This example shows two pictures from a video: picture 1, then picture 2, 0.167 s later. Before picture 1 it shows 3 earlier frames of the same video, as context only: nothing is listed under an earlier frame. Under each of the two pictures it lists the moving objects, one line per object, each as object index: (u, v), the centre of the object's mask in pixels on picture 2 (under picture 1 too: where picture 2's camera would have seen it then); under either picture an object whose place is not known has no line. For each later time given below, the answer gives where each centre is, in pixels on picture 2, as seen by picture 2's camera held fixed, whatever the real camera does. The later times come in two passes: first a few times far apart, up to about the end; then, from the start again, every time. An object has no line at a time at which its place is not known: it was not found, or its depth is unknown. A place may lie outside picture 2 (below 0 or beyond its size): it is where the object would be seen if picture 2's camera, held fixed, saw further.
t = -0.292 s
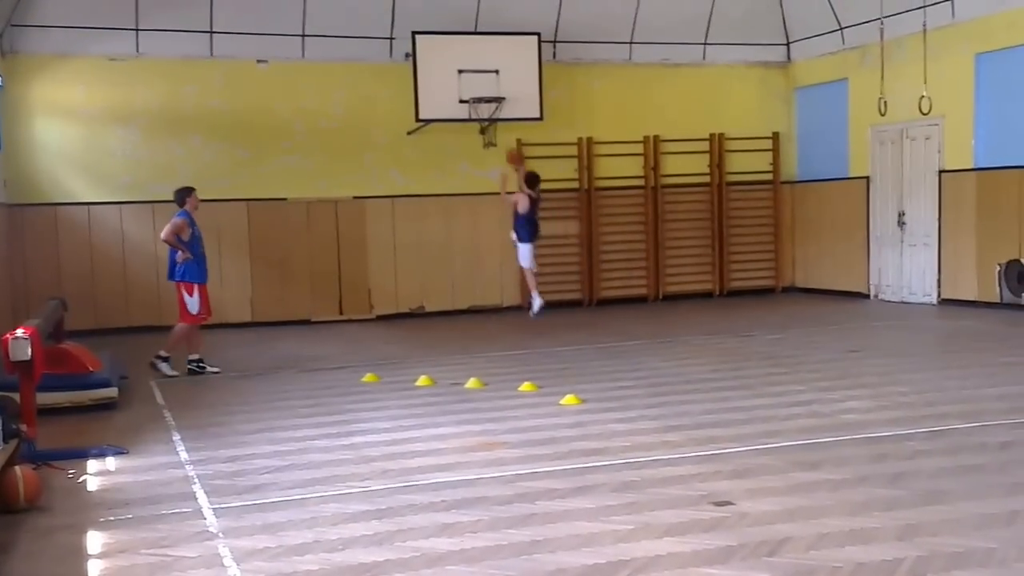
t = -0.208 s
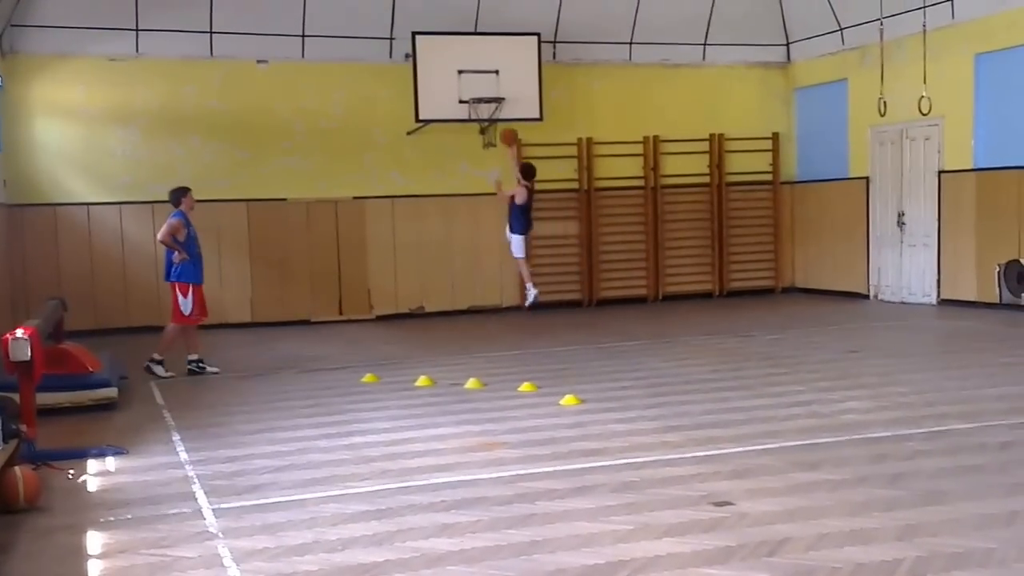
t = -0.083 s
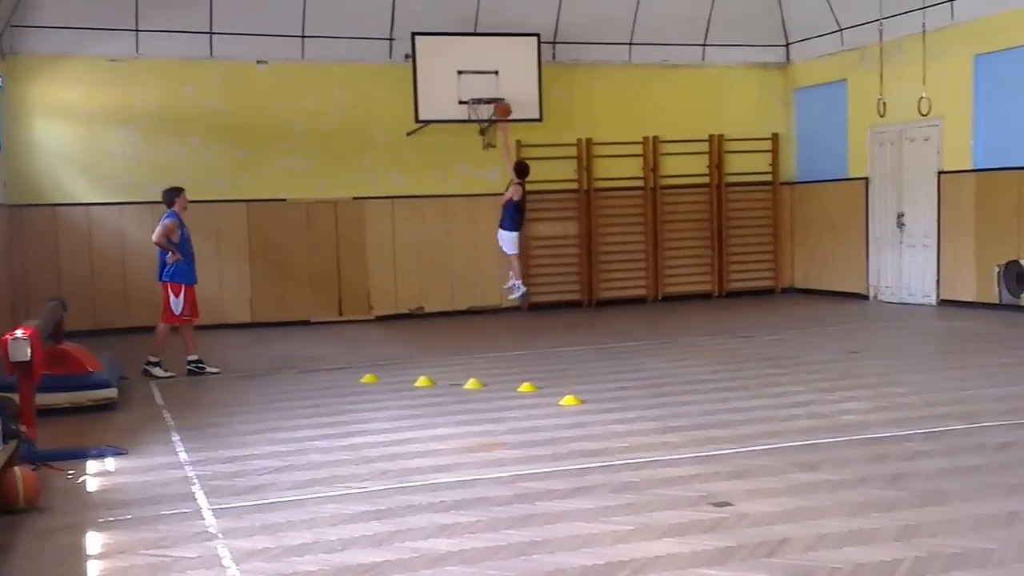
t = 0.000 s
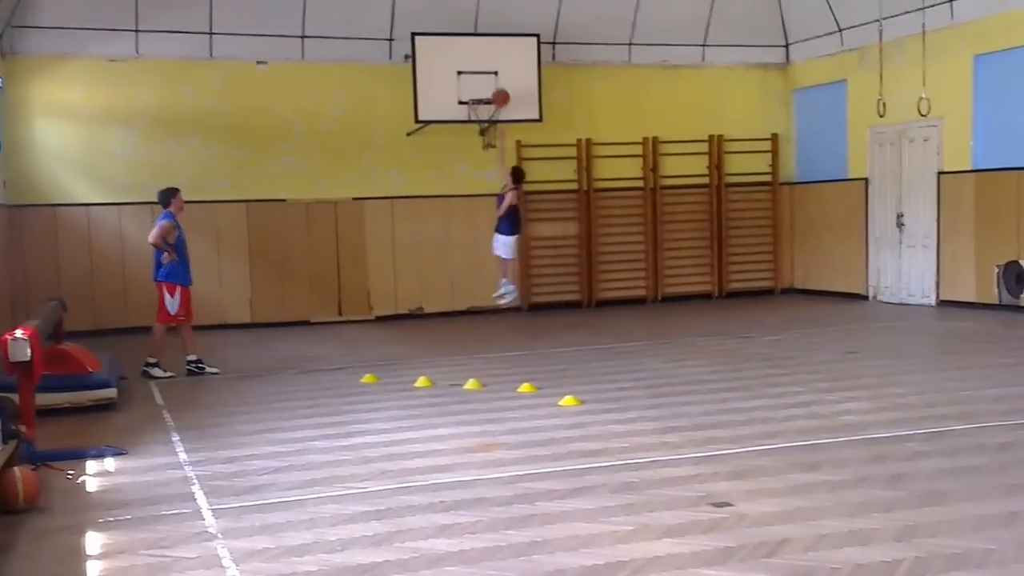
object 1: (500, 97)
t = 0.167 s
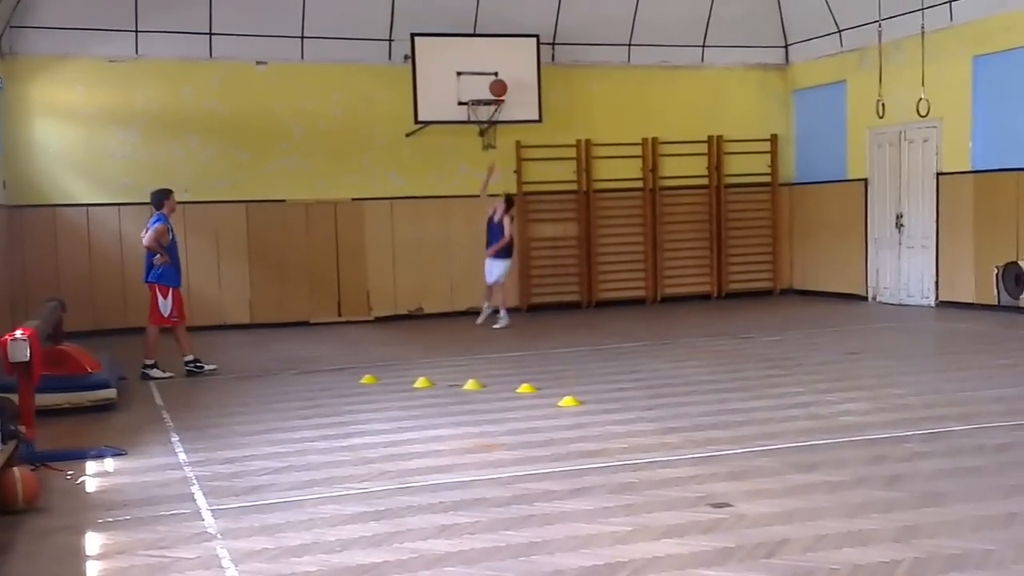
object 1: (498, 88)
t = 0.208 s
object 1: (498, 88)
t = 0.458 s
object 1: (497, 91)
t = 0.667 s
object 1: (493, 106)
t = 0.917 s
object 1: (486, 138)
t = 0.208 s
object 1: (498, 88)
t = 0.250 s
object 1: (497, 90)
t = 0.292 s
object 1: (497, 88)
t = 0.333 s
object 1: (497, 87)
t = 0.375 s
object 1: (497, 87)
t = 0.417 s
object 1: (497, 89)
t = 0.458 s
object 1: (497, 91)
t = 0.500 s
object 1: (496, 91)
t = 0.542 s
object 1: (495, 93)
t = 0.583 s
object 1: (495, 95)
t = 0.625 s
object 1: (494, 100)
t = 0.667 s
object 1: (493, 106)
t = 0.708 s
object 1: (492, 113)
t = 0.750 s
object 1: (491, 120)
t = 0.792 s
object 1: (491, 125)
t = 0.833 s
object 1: (489, 128)
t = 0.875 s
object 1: (487, 133)
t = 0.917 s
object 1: (486, 138)
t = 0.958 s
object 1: (486, 144)
